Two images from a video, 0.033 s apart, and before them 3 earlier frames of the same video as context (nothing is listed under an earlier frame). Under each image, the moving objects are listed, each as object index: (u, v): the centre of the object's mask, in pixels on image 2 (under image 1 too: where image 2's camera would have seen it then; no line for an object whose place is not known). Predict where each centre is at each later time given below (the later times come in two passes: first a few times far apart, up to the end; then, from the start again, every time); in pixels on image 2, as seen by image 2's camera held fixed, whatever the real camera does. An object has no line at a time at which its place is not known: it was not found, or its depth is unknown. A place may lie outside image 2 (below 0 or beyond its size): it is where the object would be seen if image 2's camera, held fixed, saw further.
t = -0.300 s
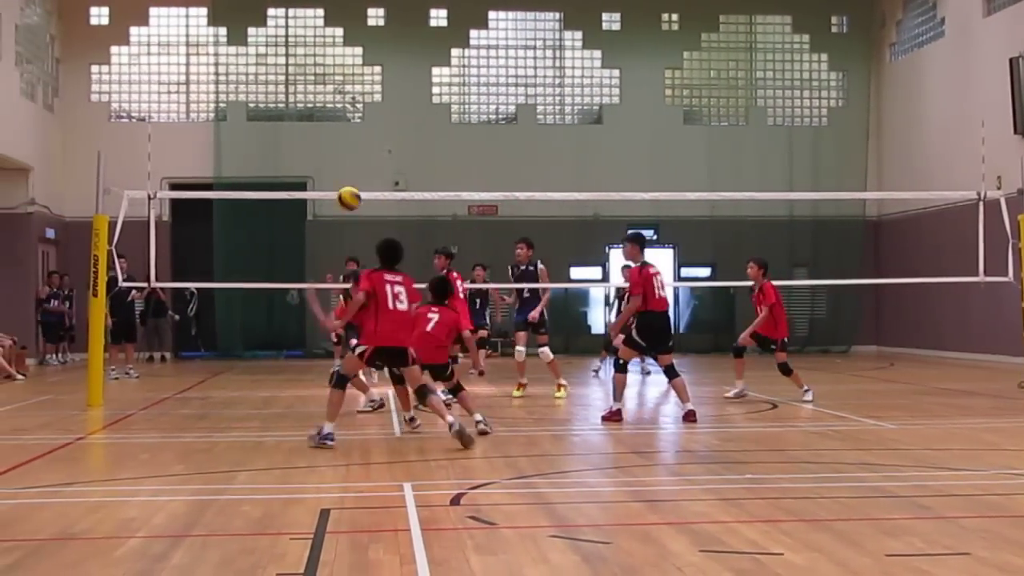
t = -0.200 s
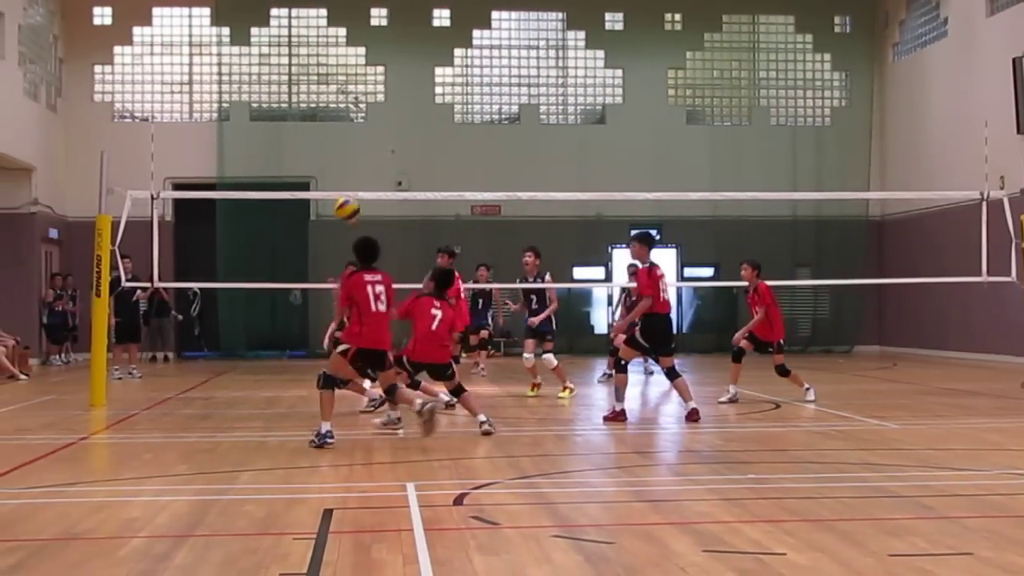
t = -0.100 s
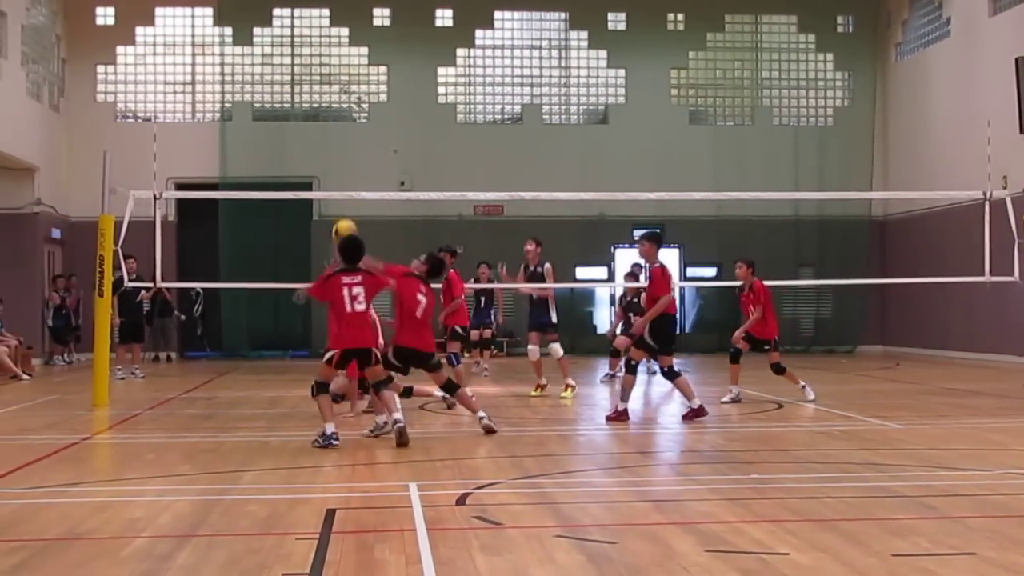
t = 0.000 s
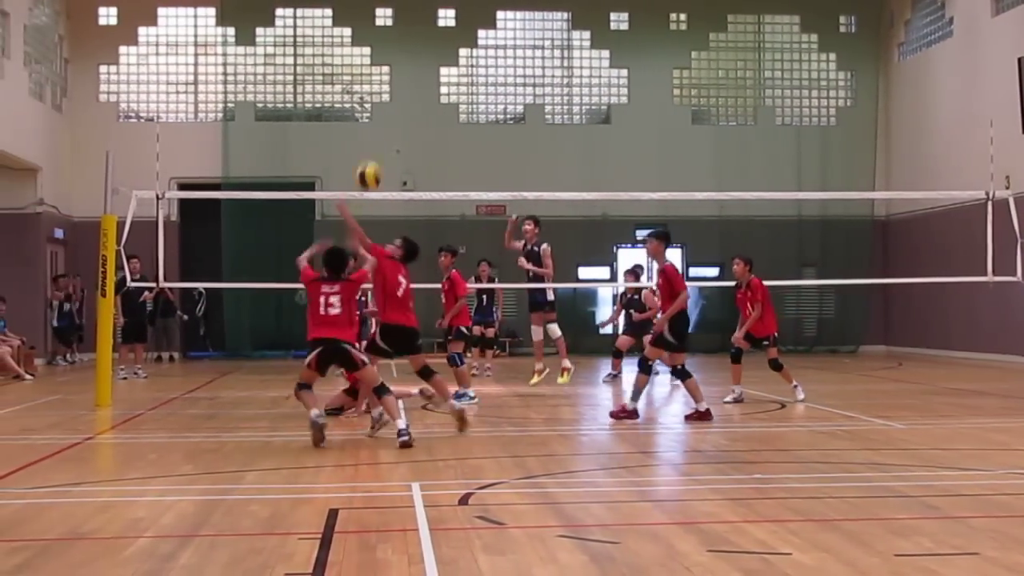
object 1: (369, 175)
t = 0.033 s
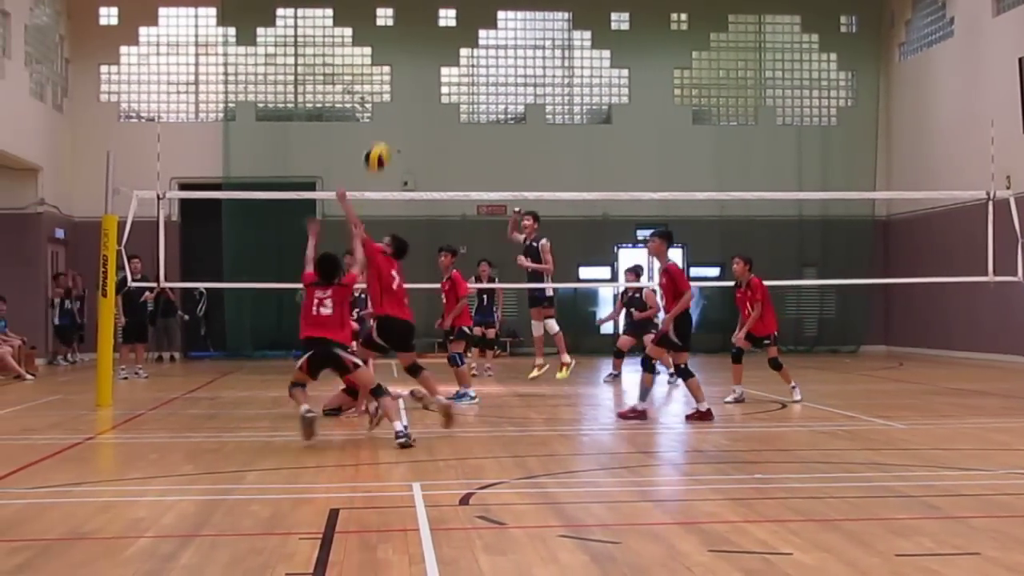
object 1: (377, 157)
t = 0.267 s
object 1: (430, 62)
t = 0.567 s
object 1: (491, 43)
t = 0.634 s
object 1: (504, 52)
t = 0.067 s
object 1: (385, 138)
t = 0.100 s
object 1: (393, 122)
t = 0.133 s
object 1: (400, 107)
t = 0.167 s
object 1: (407, 94)
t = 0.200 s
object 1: (415, 81)
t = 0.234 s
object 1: (422, 71)
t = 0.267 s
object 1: (430, 62)
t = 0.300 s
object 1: (437, 55)
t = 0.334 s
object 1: (444, 49)
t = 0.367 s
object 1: (451, 44)
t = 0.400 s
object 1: (458, 41)
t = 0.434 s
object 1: (465, 39)
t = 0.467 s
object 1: (472, 39)
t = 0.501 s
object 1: (478, 39)
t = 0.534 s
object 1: (485, 40)
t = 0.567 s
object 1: (491, 43)
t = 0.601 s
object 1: (498, 47)
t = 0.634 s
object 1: (504, 52)
